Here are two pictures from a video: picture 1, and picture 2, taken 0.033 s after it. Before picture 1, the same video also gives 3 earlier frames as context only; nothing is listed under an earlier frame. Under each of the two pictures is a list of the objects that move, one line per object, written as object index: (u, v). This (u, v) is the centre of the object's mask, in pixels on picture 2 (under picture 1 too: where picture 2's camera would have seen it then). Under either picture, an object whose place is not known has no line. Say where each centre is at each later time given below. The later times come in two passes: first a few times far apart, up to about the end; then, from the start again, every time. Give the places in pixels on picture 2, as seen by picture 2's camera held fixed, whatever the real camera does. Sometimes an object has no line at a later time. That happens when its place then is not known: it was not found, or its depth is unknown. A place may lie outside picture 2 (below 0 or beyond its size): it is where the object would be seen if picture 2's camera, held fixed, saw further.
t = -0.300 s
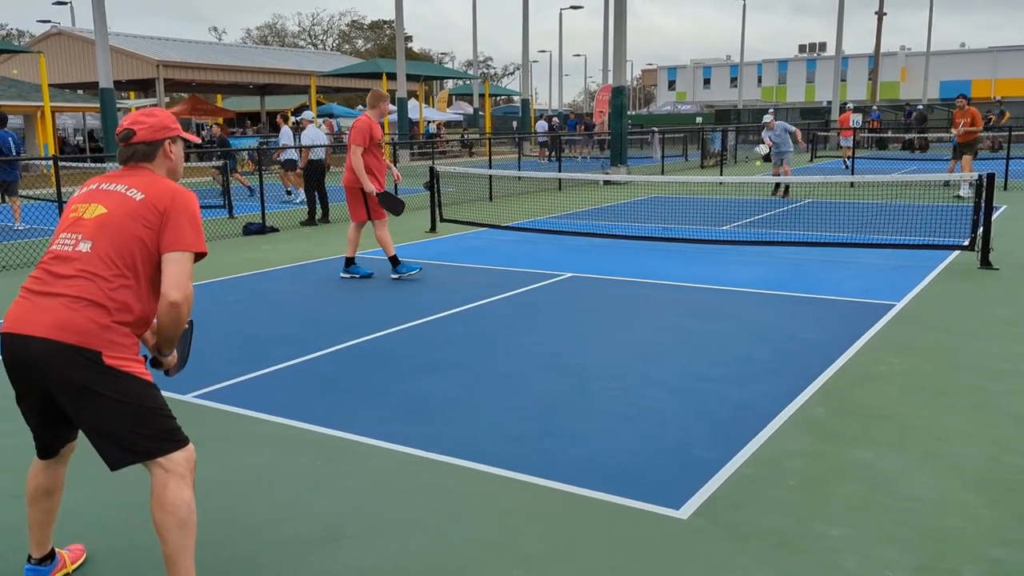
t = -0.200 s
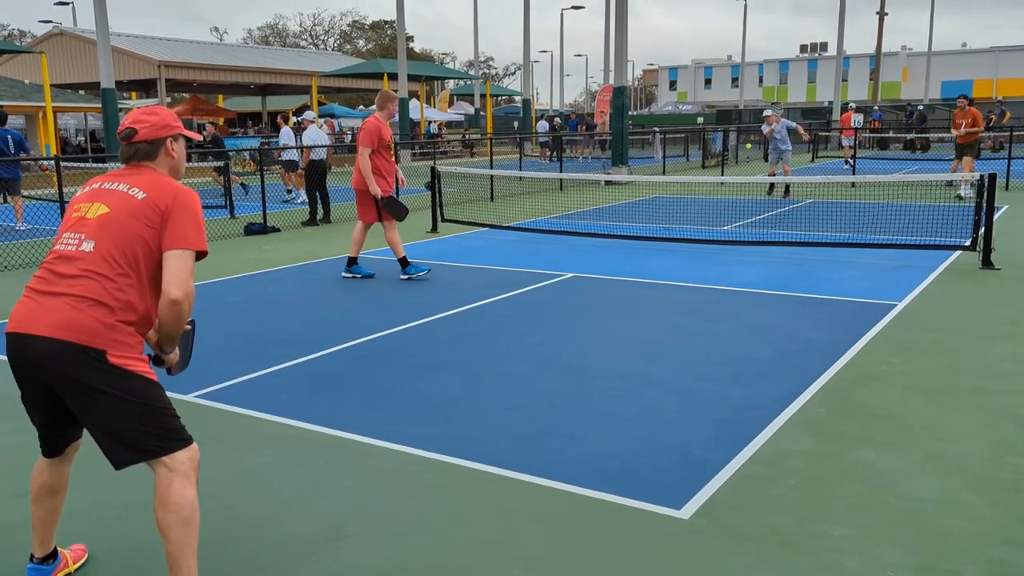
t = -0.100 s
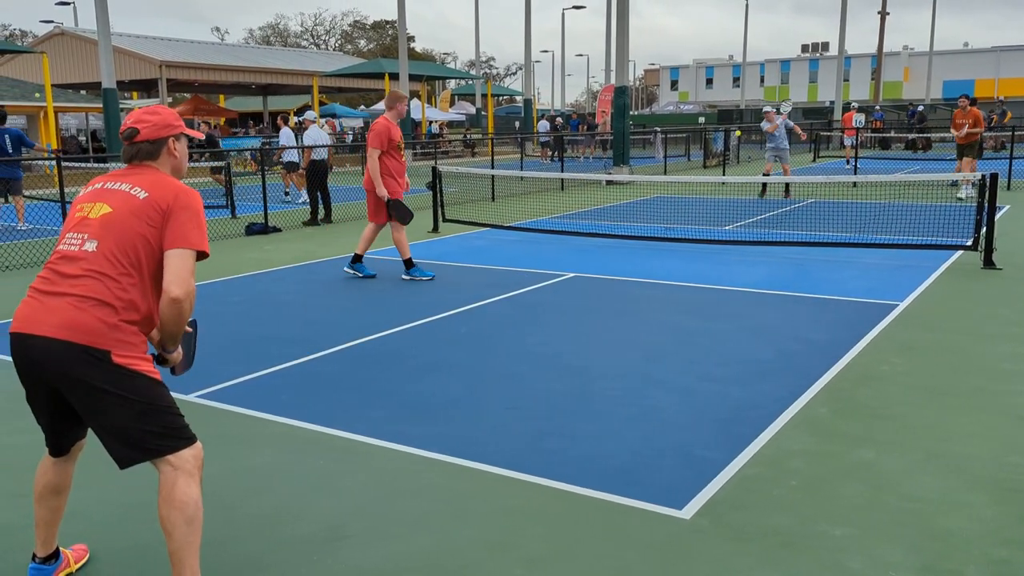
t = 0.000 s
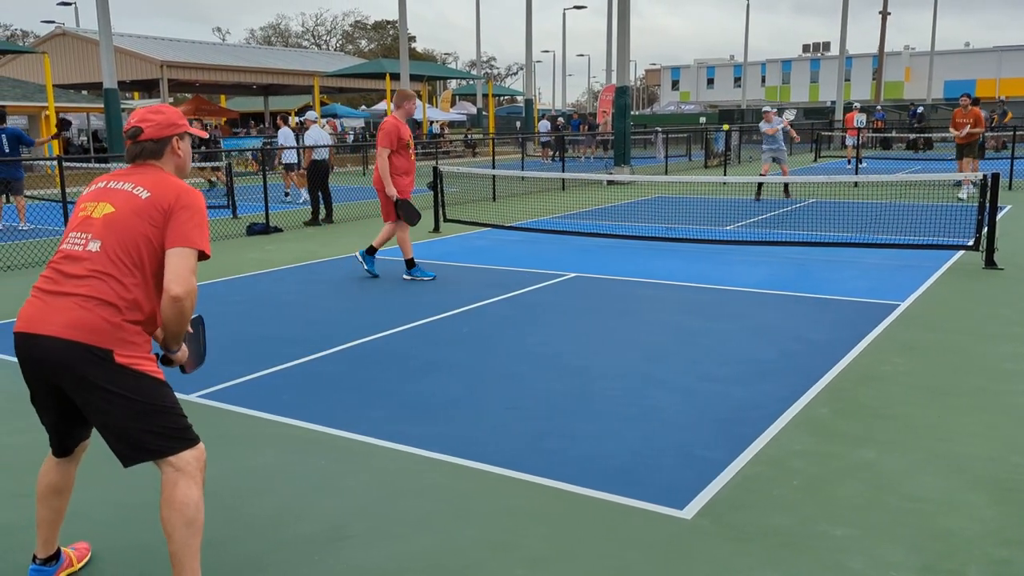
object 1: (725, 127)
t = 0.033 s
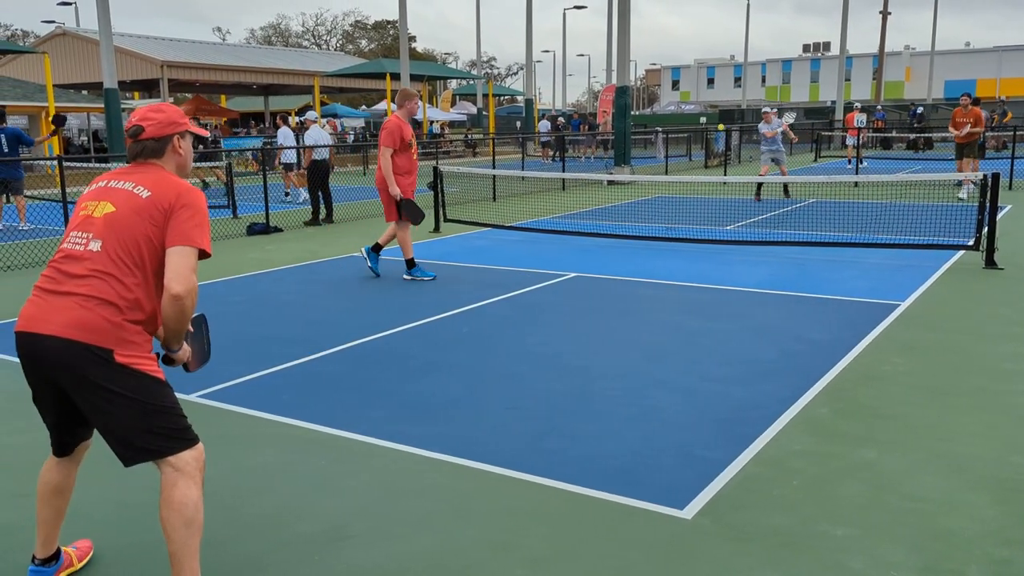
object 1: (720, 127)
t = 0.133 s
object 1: (705, 133)
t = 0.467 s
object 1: (630, 260)
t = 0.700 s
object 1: (553, 310)
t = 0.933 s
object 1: (439, 350)
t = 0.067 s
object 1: (715, 128)
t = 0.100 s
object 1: (710, 130)
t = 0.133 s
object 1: (705, 133)
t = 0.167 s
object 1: (699, 138)
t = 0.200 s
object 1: (693, 143)
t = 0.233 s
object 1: (686, 151)
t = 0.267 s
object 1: (680, 160)
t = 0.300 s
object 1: (673, 171)
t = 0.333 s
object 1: (666, 184)
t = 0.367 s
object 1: (657, 199)
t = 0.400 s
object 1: (648, 217)
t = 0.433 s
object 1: (639, 237)
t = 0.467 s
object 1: (630, 260)
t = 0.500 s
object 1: (619, 286)
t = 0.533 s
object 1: (608, 316)
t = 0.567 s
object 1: (597, 335)
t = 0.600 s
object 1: (587, 326)
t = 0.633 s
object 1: (576, 320)
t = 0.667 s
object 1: (565, 314)
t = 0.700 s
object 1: (553, 310)
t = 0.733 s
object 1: (540, 308)
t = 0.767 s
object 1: (526, 308)
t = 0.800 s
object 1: (512, 311)
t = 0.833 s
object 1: (496, 316)
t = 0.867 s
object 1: (478, 324)
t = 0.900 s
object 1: (460, 335)
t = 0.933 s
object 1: (439, 350)
